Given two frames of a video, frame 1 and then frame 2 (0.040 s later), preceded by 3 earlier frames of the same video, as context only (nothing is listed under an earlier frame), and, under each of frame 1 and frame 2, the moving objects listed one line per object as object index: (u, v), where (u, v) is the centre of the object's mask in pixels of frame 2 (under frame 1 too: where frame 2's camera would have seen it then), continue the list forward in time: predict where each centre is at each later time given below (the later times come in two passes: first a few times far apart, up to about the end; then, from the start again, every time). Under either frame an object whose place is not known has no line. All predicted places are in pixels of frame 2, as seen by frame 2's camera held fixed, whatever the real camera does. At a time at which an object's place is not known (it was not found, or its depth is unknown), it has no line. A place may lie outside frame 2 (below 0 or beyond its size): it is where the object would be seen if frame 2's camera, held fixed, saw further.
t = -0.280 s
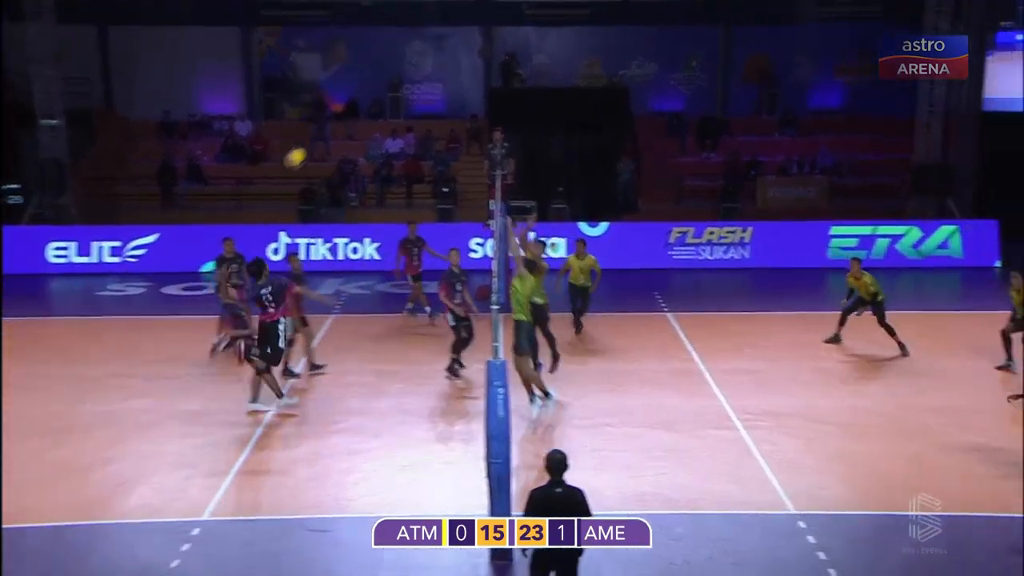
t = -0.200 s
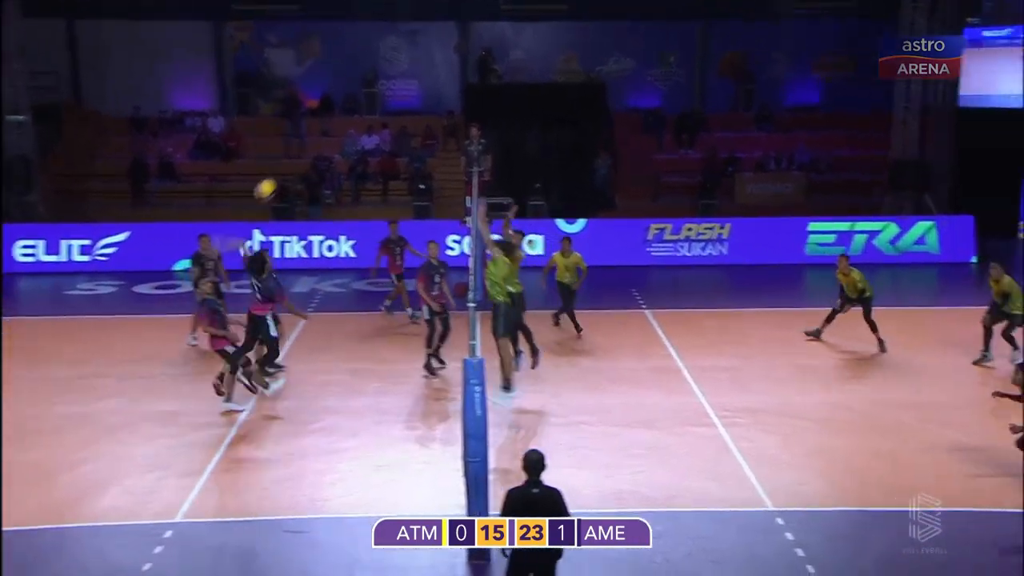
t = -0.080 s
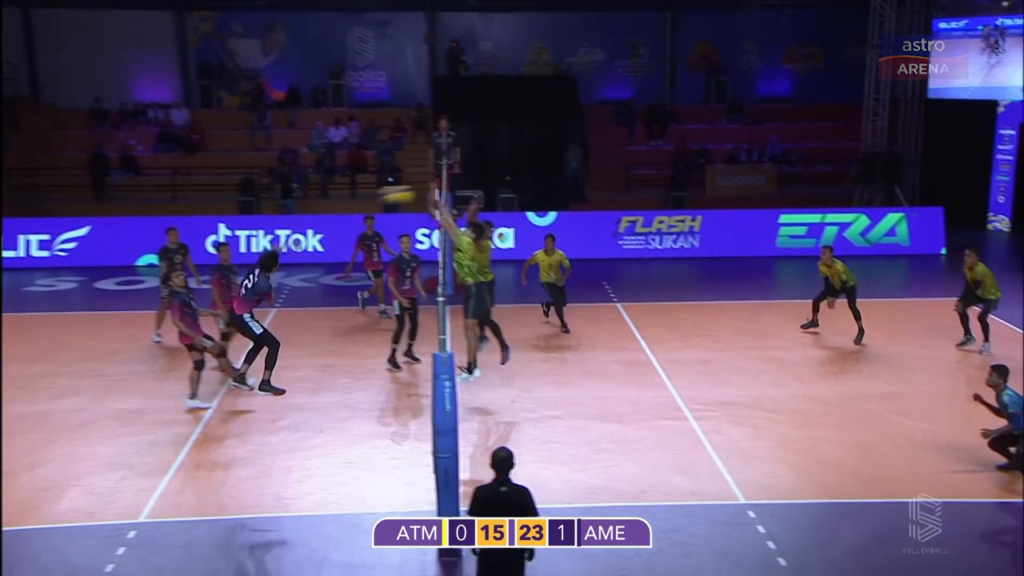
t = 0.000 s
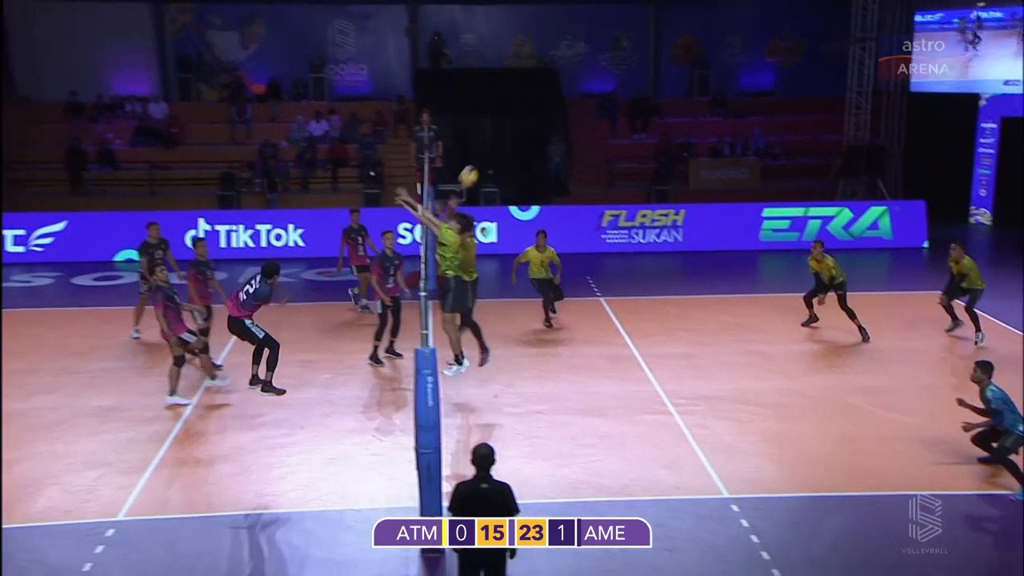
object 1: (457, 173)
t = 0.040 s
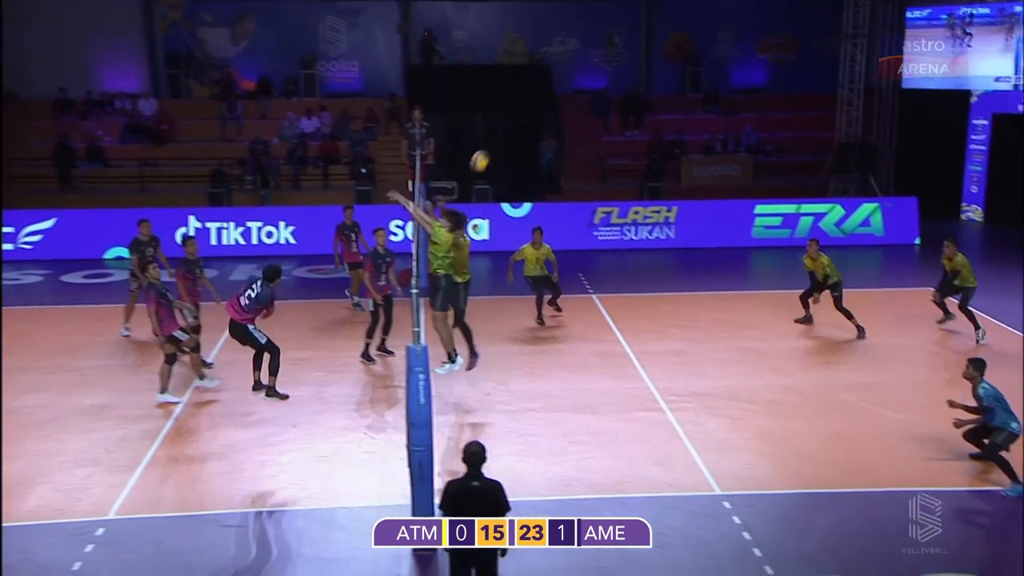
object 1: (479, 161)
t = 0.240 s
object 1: (574, 124)
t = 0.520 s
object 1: (679, 129)
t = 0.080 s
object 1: (500, 150)
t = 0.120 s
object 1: (520, 141)
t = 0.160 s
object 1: (538, 134)
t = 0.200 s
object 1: (555, 128)
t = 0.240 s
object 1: (574, 124)
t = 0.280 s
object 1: (589, 120)
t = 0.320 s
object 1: (607, 119)
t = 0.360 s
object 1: (621, 119)
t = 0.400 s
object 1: (637, 120)
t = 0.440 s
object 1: (651, 122)
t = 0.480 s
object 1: (666, 126)
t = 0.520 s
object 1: (679, 129)
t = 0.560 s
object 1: (693, 136)
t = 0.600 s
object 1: (706, 143)
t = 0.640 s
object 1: (720, 150)
